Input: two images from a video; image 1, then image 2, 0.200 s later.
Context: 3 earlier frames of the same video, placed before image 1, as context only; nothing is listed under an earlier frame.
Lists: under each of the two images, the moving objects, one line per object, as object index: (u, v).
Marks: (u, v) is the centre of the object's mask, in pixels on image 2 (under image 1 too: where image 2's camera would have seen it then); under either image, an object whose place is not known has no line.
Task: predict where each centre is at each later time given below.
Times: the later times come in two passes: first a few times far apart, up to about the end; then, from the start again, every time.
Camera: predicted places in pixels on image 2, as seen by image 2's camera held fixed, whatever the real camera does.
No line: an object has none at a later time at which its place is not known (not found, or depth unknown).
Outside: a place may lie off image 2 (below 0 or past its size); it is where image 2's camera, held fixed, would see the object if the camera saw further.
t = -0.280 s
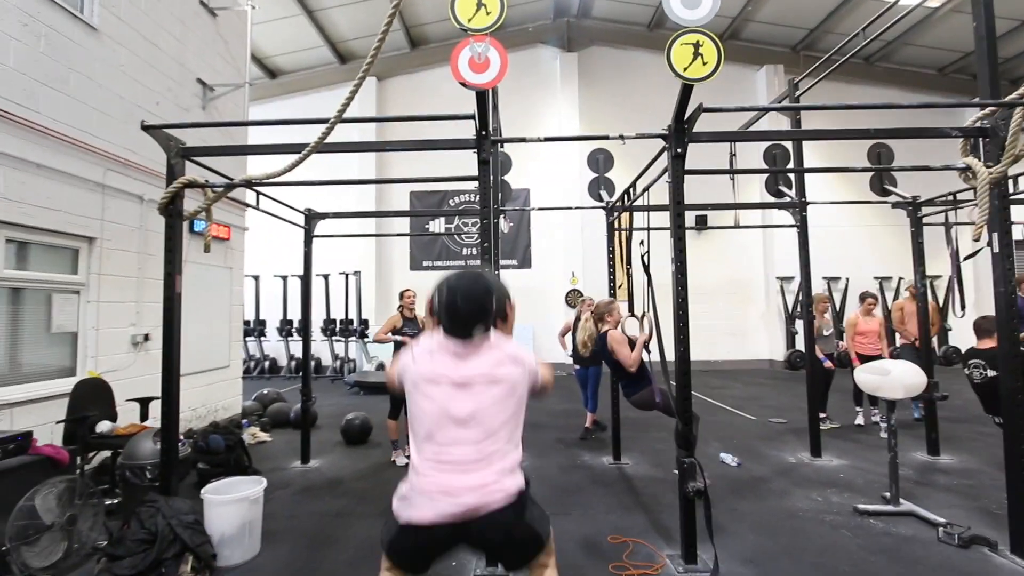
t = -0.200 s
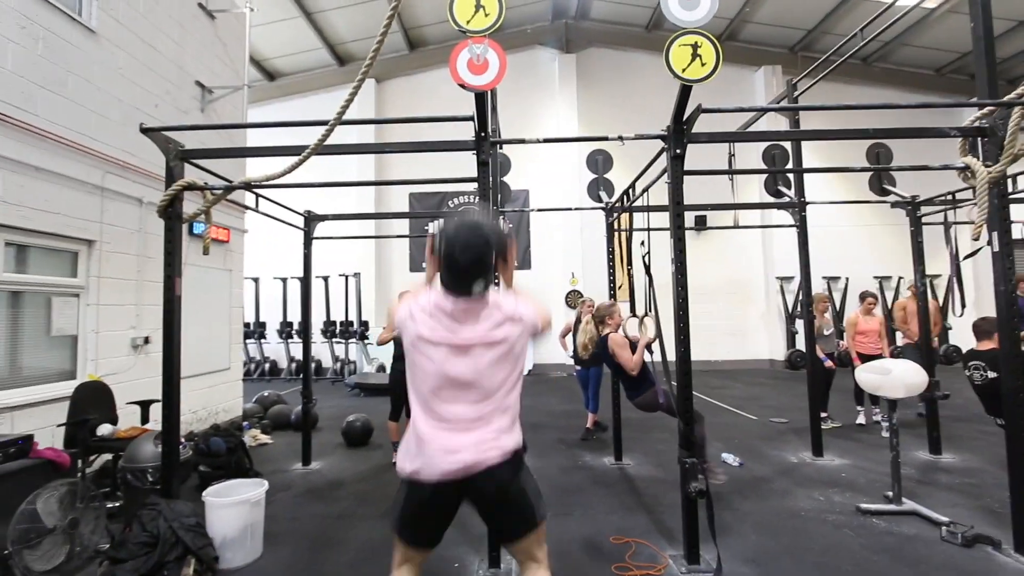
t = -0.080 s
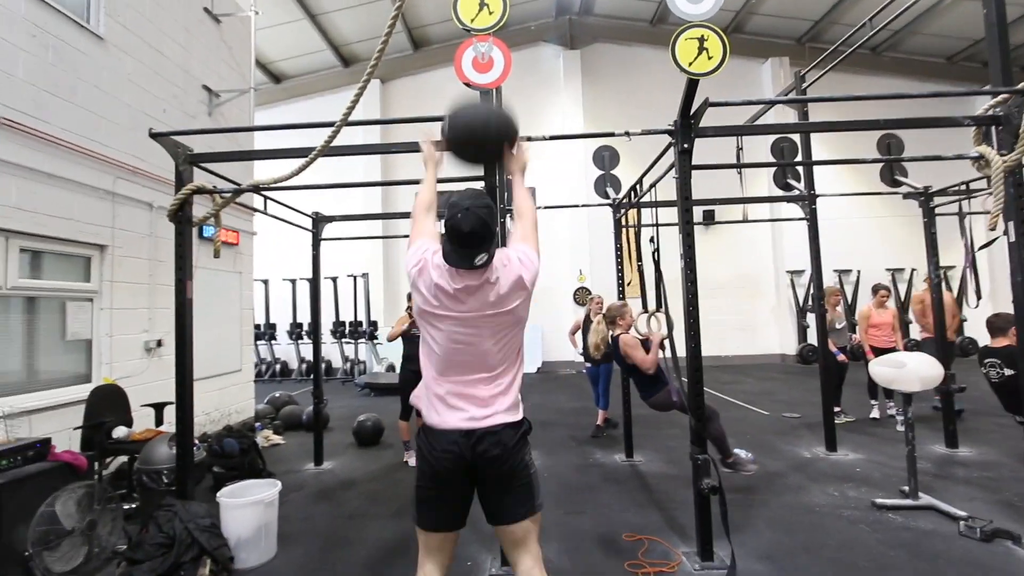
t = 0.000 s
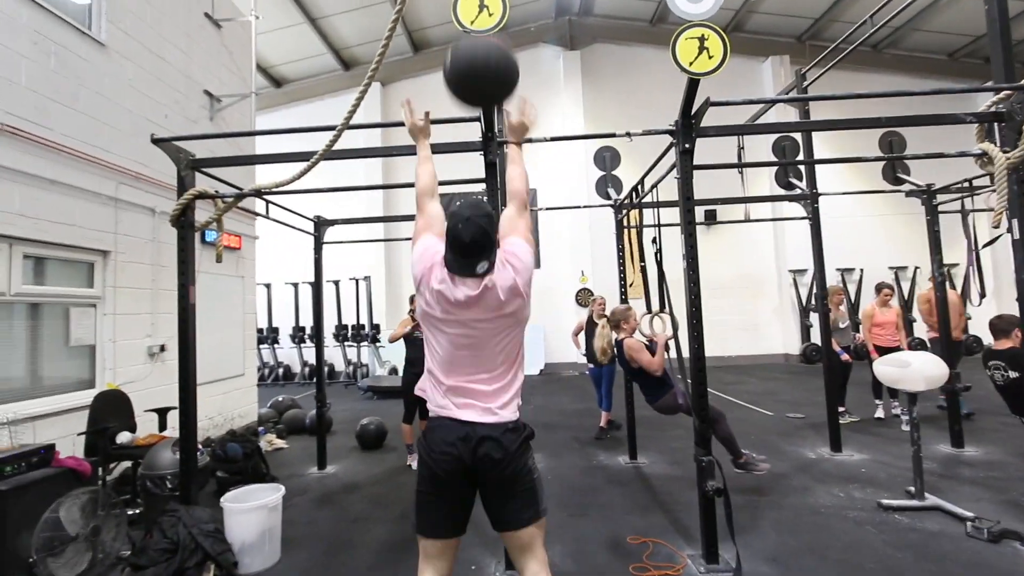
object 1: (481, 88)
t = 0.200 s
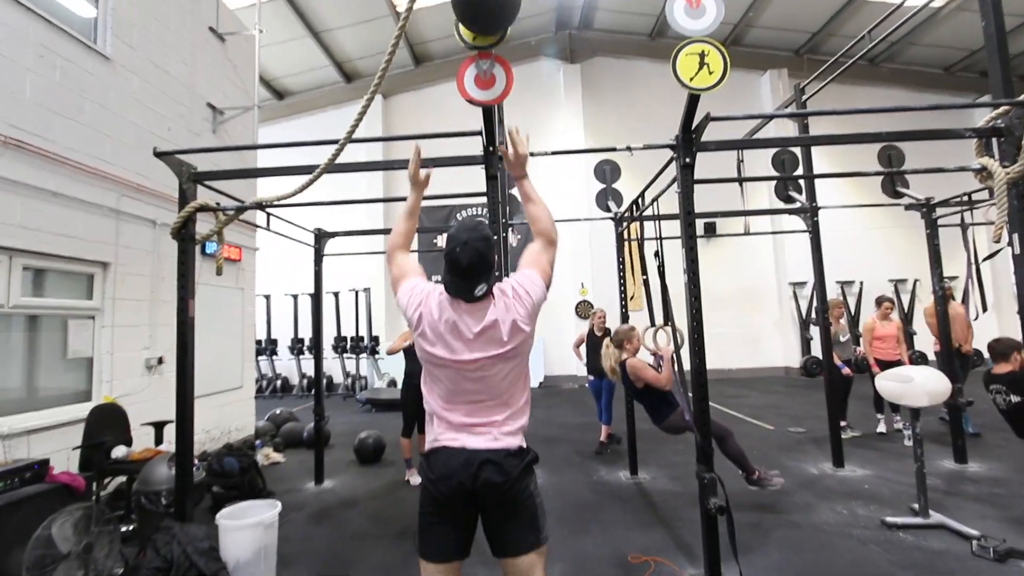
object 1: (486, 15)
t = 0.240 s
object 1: (486, 9)
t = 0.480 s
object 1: (487, 7)
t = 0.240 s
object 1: (486, 9)
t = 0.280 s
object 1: (485, 5)
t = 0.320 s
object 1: (486, 2)
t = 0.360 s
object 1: (486, 2)
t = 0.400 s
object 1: (486, 3)
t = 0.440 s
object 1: (486, 4)
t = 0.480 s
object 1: (487, 7)
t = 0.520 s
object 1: (487, 13)
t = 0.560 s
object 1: (489, 24)
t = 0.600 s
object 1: (490, 44)
